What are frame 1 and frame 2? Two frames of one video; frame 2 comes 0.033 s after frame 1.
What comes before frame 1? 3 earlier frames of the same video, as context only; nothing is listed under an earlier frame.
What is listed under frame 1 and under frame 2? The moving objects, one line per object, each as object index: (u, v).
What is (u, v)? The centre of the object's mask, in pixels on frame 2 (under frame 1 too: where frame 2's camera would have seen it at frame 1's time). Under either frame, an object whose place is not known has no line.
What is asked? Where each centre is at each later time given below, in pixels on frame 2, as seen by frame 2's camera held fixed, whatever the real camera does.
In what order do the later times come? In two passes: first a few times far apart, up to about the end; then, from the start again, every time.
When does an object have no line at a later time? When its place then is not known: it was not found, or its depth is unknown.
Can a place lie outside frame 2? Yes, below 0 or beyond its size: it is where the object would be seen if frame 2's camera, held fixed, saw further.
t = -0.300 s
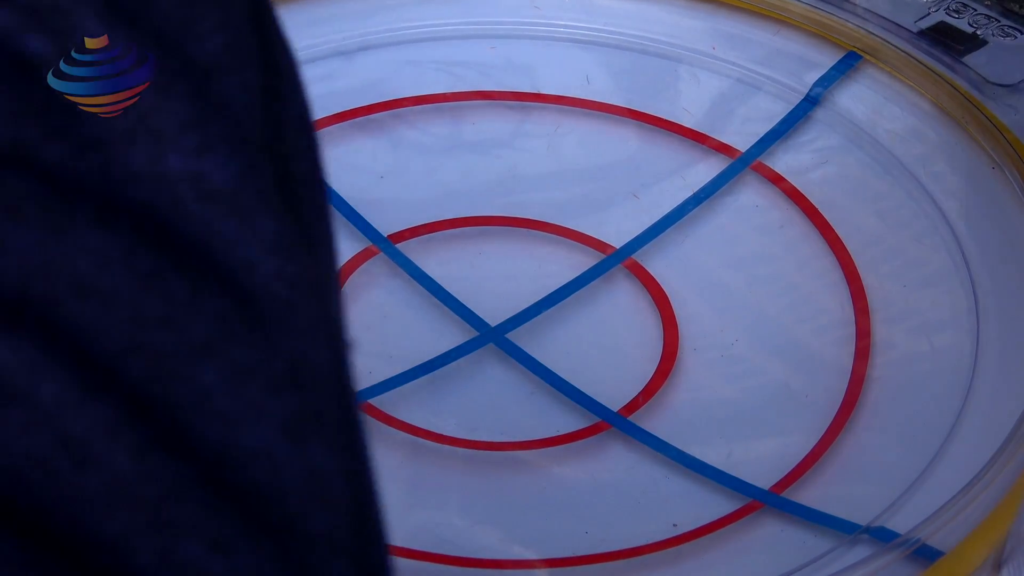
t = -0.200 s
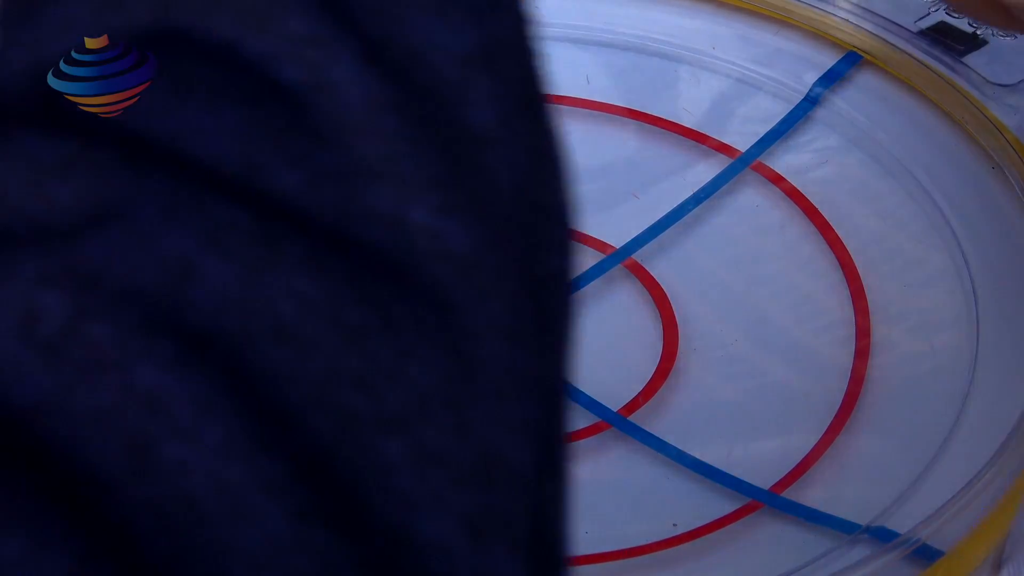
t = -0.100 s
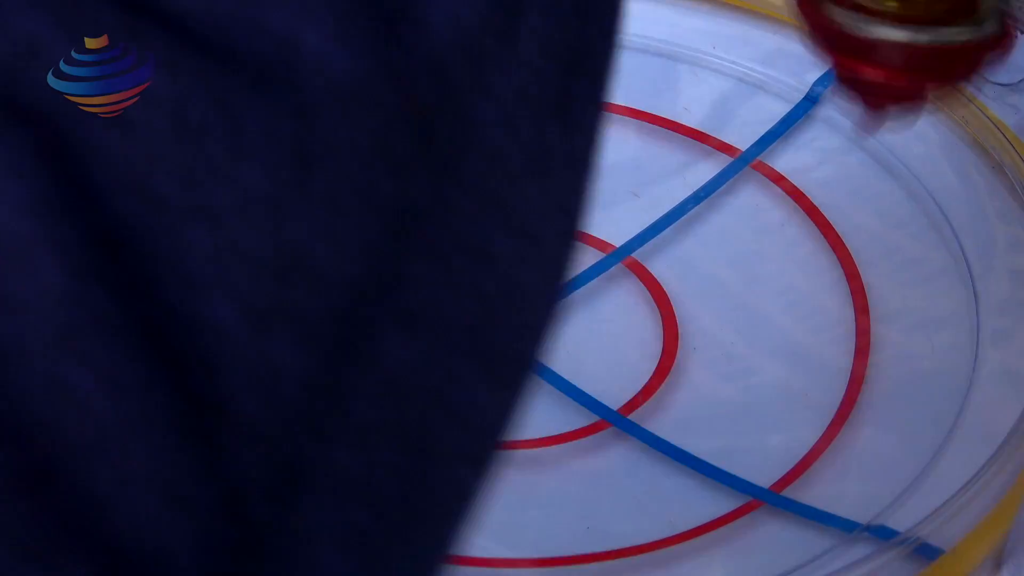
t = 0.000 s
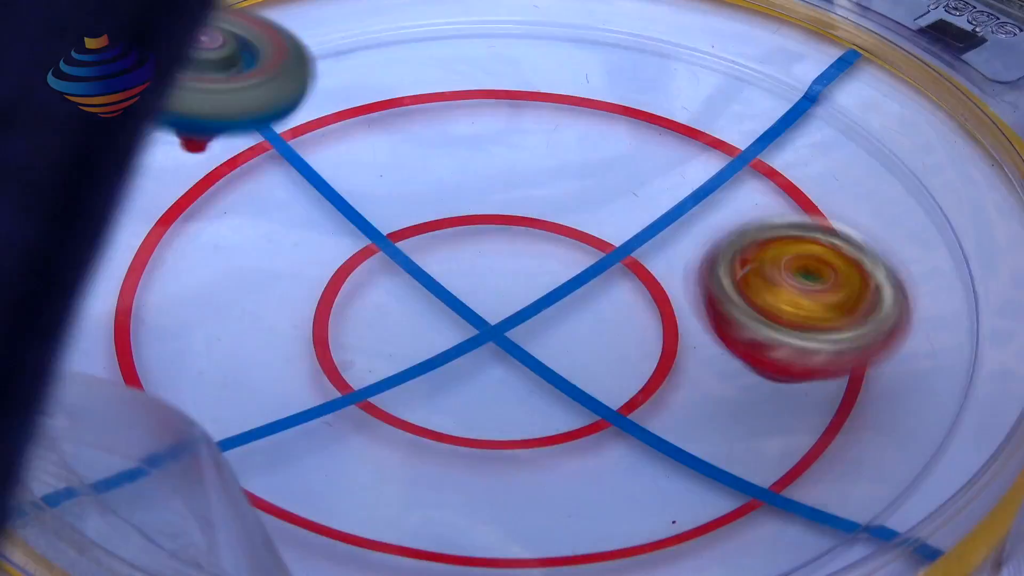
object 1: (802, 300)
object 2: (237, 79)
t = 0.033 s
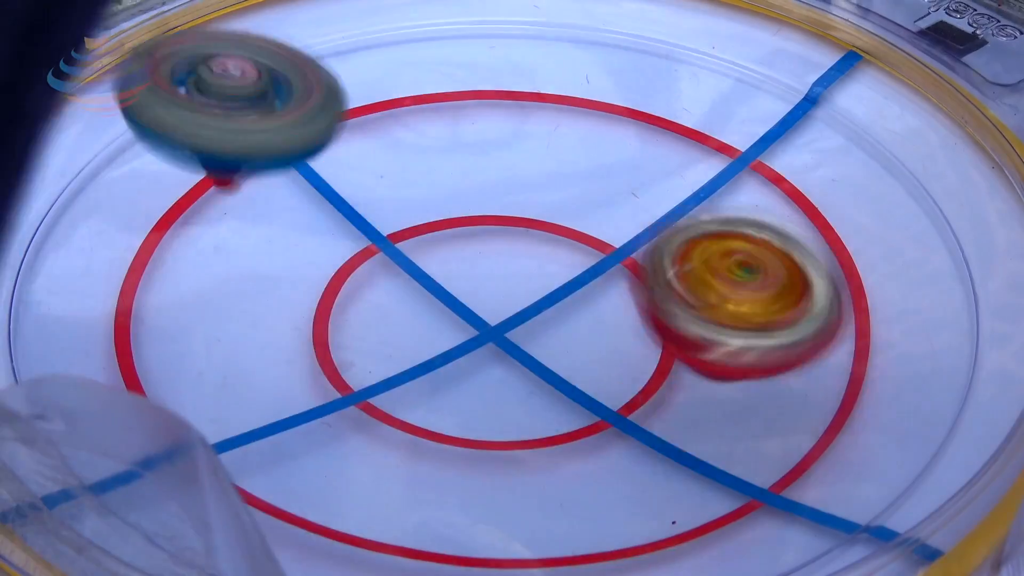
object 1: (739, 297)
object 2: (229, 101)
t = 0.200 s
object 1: (377, 321)
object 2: (469, 314)
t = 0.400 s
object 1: (314, 179)
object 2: (631, 225)
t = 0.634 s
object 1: (220, 150)
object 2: (346, 23)
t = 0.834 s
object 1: (253, 380)
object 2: (154, 147)
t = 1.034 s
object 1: (523, 516)
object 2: (433, 133)
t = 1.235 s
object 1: (686, 435)
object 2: (406, 40)
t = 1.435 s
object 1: (648, 256)
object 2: (409, 137)
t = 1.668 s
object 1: (920, 378)
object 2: (485, 93)
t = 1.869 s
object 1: (544, 349)
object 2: (487, 140)
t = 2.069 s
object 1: (278, 179)
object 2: (670, 164)
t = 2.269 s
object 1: (173, 164)
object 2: (603, 129)
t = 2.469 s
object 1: (204, 288)
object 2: (674, 318)
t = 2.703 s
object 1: (367, 349)
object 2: (768, 201)
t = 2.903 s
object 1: (407, 305)
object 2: (553, 315)
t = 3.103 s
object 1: (237, 306)
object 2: (622, 492)
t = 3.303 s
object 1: (247, 257)
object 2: (695, 440)
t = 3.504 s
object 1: (264, 204)
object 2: (483, 410)
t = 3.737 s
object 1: (281, 154)
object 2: (353, 391)
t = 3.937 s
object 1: (341, 165)
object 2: (277, 296)
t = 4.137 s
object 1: (488, 133)
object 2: (96, 207)
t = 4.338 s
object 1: (613, 87)
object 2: (150, 263)
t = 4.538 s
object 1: (646, 108)
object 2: (338, 159)
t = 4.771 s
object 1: (620, 240)
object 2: (283, 62)
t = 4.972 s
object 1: (680, 354)
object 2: (323, 149)
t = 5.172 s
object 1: (727, 394)
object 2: (609, 219)
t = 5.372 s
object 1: (647, 347)
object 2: (727, 86)
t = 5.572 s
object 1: (467, 318)
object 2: (519, 174)
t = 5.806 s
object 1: (118, 372)
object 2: (639, 351)
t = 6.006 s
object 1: (130, 339)
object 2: (843, 285)
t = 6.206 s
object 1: (283, 217)
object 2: (557, 264)
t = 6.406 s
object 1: (359, 103)
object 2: (425, 418)
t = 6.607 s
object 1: (391, 43)
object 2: (629, 458)
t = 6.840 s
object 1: (472, 45)
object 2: (513, 250)
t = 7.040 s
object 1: (580, 114)
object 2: (224, 164)
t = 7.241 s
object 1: (644, 234)
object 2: (76, 259)
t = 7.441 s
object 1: (631, 346)
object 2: (378, 308)
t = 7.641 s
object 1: (561, 425)
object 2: (555, 165)
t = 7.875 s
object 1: (443, 439)
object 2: (423, 51)
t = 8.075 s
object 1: (377, 366)
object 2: (396, 200)
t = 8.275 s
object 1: (286, 314)
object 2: (621, 293)
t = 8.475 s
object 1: (337, 237)
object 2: (835, 248)
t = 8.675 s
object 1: (422, 161)
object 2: (667, 223)
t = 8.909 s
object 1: (534, 146)
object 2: (481, 382)
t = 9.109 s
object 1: (621, 188)
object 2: (594, 475)
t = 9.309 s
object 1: (694, 181)
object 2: (593, 366)
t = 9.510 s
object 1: (780, 51)
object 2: (369, 287)
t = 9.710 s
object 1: (642, 100)
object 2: (167, 191)
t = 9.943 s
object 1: (496, 211)
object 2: (104, 200)
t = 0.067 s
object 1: (671, 330)
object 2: (267, 181)
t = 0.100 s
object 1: (602, 364)
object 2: (304, 318)
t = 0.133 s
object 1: (543, 350)
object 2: (353, 482)
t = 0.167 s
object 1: (505, 316)
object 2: (414, 385)
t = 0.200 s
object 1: (377, 321)
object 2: (469, 314)
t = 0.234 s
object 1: (382, 296)
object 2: (533, 281)
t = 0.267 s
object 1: (366, 270)
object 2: (590, 283)
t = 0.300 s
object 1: (340, 246)
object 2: (641, 323)
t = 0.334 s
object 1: (326, 221)
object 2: (643, 272)
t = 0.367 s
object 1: (317, 200)
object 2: (638, 230)
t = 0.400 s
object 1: (314, 179)
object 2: (631, 225)
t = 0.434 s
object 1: (312, 162)
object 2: (608, 189)
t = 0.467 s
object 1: (314, 145)
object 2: (580, 158)
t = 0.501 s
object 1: (319, 135)
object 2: (535, 126)
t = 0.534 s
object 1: (312, 129)
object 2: (486, 88)
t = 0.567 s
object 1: (275, 133)
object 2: (452, 54)
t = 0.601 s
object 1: (243, 140)
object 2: (404, 34)
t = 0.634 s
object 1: (220, 150)
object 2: (346, 23)
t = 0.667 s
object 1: (205, 167)
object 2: (283, 34)
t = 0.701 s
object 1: (195, 182)
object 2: (217, 59)
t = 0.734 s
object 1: (195, 202)
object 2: (167, 80)
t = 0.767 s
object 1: (202, 266)
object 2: (139, 87)
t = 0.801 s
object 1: (218, 329)
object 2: (137, 116)
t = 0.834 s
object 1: (253, 380)
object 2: (154, 147)
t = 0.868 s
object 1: (292, 426)
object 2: (194, 175)
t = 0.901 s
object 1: (334, 468)
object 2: (250, 192)
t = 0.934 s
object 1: (376, 495)
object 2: (311, 194)
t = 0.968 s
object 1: (428, 510)
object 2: (367, 182)
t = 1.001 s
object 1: (477, 516)
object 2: (410, 159)
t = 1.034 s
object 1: (523, 516)
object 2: (433, 133)
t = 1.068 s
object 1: (561, 514)
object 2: (449, 108)
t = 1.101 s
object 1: (596, 506)
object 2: (452, 82)
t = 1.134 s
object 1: (629, 496)
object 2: (443, 60)
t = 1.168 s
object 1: (655, 481)
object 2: (435, 49)
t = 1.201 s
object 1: (675, 458)
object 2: (423, 42)
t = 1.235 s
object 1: (686, 435)
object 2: (406, 40)
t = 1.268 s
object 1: (689, 405)
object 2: (390, 41)
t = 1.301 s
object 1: (687, 380)
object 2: (381, 48)
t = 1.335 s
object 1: (686, 348)
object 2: (378, 59)
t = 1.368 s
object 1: (678, 316)
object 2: (380, 78)
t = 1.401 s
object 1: (665, 286)
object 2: (387, 106)
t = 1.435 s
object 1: (648, 256)
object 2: (409, 137)
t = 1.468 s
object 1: (621, 233)
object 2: (447, 167)
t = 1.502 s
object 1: (660, 220)
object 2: (466, 163)
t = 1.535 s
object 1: (757, 257)
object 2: (464, 136)
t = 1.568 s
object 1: (862, 346)
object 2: (471, 125)
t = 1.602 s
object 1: (935, 375)
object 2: (479, 110)
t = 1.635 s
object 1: (939, 368)
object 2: (485, 98)
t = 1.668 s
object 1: (920, 378)
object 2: (485, 93)
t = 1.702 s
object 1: (886, 426)
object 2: (484, 86)
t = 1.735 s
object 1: (822, 425)
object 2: (475, 88)
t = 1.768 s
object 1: (748, 418)
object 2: (469, 94)
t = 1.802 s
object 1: (679, 400)
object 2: (471, 107)
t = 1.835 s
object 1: (609, 376)
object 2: (474, 121)
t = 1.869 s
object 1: (544, 349)
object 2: (487, 140)
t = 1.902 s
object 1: (485, 316)
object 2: (507, 159)
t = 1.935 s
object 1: (431, 290)
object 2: (537, 173)
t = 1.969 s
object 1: (384, 255)
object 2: (572, 182)
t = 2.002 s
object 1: (344, 229)
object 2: (609, 184)
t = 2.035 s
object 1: (307, 202)
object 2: (643, 179)
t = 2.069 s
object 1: (278, 179)
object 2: (670, 164)
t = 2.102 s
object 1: (250, 163)
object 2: (685, 146)
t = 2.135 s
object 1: (226, 150)
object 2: (687, 127)
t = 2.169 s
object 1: (206, 144)
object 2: (679, 115)
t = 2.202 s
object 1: (191, 148)
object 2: (658, 111)
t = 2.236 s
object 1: (180, 148)
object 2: (632, 115)
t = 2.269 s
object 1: (173, 164)
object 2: (603, 129)
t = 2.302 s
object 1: (169, 186)
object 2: (579, 154)
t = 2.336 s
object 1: (170, 203)
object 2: (564, 189)
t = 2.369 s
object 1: (174, 229)
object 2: (565, 229)
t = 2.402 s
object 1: (181, 249)
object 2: (587, 267)
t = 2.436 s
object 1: (190, 269)
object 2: (624, 300)
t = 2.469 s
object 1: (204, 288)
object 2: (674, 318)
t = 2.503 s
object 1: (221, 302)
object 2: (729, 322)
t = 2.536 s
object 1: (239, 315)
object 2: (778, 311)
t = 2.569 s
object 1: (262, 326)
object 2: (819, 292)
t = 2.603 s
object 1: (287, 335)
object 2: (841, 265)
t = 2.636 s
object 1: (310, 340)
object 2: (836, 235)
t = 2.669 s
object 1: (337, 345)
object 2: (810, 213)
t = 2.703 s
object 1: (367, 349)
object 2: (768, 201)
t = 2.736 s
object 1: (399, 347)
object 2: (712, 200)
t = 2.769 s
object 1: (427, 343)
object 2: (653, 209)
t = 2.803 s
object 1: (455, 338)
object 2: (597, 230)
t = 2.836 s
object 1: (463, 319)
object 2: (569, 240)
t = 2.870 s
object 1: (438, 303)
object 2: (566, 268)
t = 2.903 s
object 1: (407, 305)
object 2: (553, 315)
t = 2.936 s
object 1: (353, 326)
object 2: (555, 324)
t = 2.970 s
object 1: (315, 330)
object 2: (577, 372)
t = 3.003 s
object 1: (288, 330)
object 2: (593, 382)
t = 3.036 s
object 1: (264, 322)
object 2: (605, 431)
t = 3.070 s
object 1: (247, 312)
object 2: (609, 461)
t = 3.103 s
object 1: (237, 306)
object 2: (622, 492)
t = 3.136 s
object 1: (229, 300)
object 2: (649, 515)
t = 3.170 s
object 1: (230, 292)
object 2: (686, 513)
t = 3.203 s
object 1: (233, 284)
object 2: (709, 488)
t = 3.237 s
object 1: (235, 273)
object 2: (717, 467)
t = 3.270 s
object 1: (241, 265)
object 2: (712, 455)
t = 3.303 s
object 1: (247, 257)
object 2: (695, 440)
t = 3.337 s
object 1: (251, 249)
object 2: (667, 430)
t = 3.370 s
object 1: (253, 239)
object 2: (633, 417)
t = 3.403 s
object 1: (259, 229)
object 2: (595, 411)
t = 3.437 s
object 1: (263, 223)
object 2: (555, 410)
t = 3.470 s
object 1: (262, 211)
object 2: (521, 409)
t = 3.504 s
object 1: (264, 204)
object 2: (483, 410)
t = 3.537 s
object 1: (269, 196)
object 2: (454, 413)
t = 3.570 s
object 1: (272, 188)
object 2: (429, 416)
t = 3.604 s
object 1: (272, 179)
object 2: (411, 416)
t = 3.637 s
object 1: (271, 171)
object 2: (391, 412)
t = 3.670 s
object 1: (273, 166)
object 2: (375, 406)
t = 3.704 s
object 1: (274, 159)
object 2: (361, 400)
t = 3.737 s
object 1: (281, 154)
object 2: (353, 391)
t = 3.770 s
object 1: (287, 151)
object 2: (345, 380)
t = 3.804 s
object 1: (292, 149)
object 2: (335, 367)
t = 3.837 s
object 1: (302, 151)
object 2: (325, 353)
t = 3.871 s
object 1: (313, 154)
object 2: (313, 332)
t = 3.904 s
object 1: (326, 157)
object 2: (297, 313)
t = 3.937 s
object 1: (341, 165)
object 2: (277, 296)
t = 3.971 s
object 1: (356, 169)
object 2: (253, 276)
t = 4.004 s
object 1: (384, 164)
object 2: (229, 261)
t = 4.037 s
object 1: (410, 160)
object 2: (198, 241)
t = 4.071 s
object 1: (439, 154)
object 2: (165, 225)
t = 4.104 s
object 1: (463, 144)
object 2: (129, 213)
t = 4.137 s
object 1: (488, 133)
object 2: (96, 207)
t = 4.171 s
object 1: (512, 124)
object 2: (73, 206)
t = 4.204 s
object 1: (538, 117)
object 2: (62, 214)
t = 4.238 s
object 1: (557, 107)
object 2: (73, 247)
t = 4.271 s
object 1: (579, 98)
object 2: (86, 256)
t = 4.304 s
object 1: (595, 90)
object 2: (110, 261)
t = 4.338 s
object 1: (613, 87)
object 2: (150, 263)
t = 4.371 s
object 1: (626, 83)
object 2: (193, 259)
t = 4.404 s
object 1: (638, 82)
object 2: (242, 248)
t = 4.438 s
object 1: (645, 83)
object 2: (282, 230)
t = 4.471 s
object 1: (649, 90)
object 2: (309, 208)
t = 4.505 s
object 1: (647, 98)
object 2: (327, 187)
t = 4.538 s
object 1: (646, 108)
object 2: (338, 159)
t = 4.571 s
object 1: (640, 122)
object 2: (338, 136)
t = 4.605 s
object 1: (635, 139)
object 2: (334, 115)
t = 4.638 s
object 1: (628, 155)
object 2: (329, 97)
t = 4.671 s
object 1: (624, 175)
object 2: (319, 77)
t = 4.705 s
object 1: (619, 198)
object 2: (306, 67)
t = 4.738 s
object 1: (619, 218)
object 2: (294, 60)
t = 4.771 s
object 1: (620, 240)
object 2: (283, 62)
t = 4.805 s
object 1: (628, 262)
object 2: (277, 68)
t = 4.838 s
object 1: (634, 286)
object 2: (273, 79)
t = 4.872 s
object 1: (647, 305)
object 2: (277, 90)
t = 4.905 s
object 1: (657, 325)
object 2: (286, 109)
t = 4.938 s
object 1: (669, 339)
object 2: (302, 127)
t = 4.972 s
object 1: (680, 354)
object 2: (323, 149)
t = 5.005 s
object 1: (693, 366)
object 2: (355, 172)
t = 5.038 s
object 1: (706, 376)
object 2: (397, 195)
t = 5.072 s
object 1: (716, 387)
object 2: (447, 210)
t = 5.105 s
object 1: (726, 393)
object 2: (501, 222)
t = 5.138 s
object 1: (727, 398)
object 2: (557, 224)
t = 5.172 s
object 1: (727, 394)
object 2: (609, 219)
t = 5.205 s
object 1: (718, 391)
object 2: (655, 208)
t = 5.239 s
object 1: (708, 387)
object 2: (692, 188)
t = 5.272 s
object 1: (698, 378)
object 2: (722, 164)
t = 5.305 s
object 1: (685, 368)
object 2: (738, 136)
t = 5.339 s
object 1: (669, 356)
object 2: (741, 110)
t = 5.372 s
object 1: (647, 347)
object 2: (727, 86)
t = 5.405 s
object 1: (621, 342)
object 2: (699, 71)
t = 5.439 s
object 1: (595, 335)
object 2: (657, 67)
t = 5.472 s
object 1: (562, 326)
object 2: (614, 79)
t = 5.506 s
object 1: (529, 325)
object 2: (573, 103)
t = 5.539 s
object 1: (498, 322)
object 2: (541, 136)
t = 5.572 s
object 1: (467, 318)
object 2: (519, 174)
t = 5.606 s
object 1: (430, 320)
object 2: (513, 209)
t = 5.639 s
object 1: (356, 349)
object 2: (520, 225)
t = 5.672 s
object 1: (295, 366)
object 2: (526, 249)
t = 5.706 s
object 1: (244, 380)
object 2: (540, 279)
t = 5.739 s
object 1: (206, 378)
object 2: (560, 305)
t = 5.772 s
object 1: (132, 407)
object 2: (594, 333)
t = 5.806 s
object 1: (118, 372)
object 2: (639, 351)
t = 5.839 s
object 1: (94, 373)
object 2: (688, 365)
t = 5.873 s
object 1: (92, 367)
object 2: (738, 366)
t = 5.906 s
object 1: (96, 364)
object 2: (788, 356)
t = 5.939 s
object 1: (89, 353)
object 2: (823, 338)
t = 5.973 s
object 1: (105, 351)
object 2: (843, 311)
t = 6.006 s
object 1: (130, 339)
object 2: (843, 285)
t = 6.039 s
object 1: (156, 326)
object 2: (820, 262)
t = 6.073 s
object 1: (186, 308)
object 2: (780, 248)
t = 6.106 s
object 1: (212, 288)
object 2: (727, 242)
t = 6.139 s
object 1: (236, 265)
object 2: (669, 242)
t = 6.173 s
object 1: (263, 241)
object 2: (614, 250)
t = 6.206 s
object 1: (283, 217)
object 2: (557, 264)
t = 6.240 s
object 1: (302, 193)
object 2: (505, 284)
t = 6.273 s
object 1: (322, 170)
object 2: (466, 309)
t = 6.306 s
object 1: (337, 152)
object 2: (436, 333)
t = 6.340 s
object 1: (346, 134)
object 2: (421, 363)
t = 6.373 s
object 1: (352, 117)
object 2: (417, 391)
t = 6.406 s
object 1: (359, 103)
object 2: (425, 418)
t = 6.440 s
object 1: (362, 90)
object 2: (444, 446)
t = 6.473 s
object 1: (363, 75)
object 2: (470, 465)
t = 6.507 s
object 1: (368, 64)
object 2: (509, 479)
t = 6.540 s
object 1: (377, 54)
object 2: (551, 484)
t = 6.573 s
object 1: (383, 49)
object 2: (593, 476)
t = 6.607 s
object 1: (391, 43)
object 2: (629, 458)
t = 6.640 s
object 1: (401, 39)
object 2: (651, 430)
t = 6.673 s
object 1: (411, 37)
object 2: (654, 397)
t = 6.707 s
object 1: (421, 35)
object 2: (642, 363)
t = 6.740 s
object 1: (431, 36)
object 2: (623, 331)
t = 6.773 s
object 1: (444, 37)
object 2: (592, 302)
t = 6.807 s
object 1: (458, 41)
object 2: (555, 275)
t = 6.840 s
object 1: (472, 45)
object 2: (513, 250)
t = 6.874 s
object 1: (487, 50)
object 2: (467, 228)
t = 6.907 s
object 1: (505, 57)
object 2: (422, 210)
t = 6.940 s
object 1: (526, 65)
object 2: (373, 195)
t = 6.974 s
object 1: (545, 78)
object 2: (322, 181)
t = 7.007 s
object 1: (563, 94)
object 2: (274, 170)
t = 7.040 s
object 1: (580, 114)
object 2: (224, 164)
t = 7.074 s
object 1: (597, 134)
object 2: (177, 165)
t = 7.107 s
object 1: (613, 156)
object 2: (132, 171)
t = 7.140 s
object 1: (626, 176)
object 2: (95, 183)
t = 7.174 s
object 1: (633, 199)
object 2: (75, 205)
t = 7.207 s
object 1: (640, 216)
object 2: (67, 232)
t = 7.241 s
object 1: (644, 234)
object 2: (76, 259)
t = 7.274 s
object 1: (646, 253)
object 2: (99, 285)
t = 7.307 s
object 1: (649, 270)
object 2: (148, 303)
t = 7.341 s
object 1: (648, 290)
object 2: (203, 313)
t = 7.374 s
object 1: (645, 309)
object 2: (263, 316)
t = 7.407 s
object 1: (638, 328)
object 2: (322, 315)
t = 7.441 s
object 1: (631, 346)
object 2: (378, 308)
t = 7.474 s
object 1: (620, 362)
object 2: (428, 295)
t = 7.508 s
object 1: (610, 377)
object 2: (471, 274)
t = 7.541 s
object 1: (598, 392)
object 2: (504, 248)
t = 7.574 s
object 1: (585, 405)
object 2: (530, 222)
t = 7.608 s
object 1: (574, 416)
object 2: (546, 194)
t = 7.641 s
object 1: (561, 425)
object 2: (555, 165)
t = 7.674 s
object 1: (547, 433)
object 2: (557, 134)
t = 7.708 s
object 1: (531, 440)
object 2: (549, 106)
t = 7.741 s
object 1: (514, 445)
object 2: (534, 80)
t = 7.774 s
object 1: (495, 448)
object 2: (510, 60)
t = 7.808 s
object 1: (474, 449)
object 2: (482, 52)
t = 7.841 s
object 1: (459, 445)
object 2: (451, 49)
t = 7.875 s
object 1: (443, 439)
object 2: (423, 51)
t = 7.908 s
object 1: (431, 433)
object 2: (401, 60)
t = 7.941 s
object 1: (420, 423)
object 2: (386, 78)
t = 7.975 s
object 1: (407, 411)
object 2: (376, 104)
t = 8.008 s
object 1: (395, 398)
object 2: (372, 135)
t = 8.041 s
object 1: (385, 382)
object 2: (380, 169)
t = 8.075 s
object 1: (377, 366)
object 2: (396, 200)
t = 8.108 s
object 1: (373, 347)
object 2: (424, 227)
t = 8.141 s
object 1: (355, 334)
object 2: (465, 244)
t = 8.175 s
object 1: (323, 335)
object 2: (504, 256)
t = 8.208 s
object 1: (304, 328)
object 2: (539, 268)
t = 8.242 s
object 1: (292, 321)
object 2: (580, 282)
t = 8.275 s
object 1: (286, 314)
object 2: (621, 293)
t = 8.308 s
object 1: (290, 307)
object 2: (665, 300)
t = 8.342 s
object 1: (298, 298)
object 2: (710, 300)
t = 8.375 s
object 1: (306, 285)
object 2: (752, 296)
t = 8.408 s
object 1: (316, 271)
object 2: (790, 285)
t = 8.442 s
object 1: (326, 253)
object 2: (819, 268)
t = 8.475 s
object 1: (337, 237)
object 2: (835, 248)
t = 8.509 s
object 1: (348, 224)
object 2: (835, 229)
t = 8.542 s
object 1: (364, 210)
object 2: (821, 213)
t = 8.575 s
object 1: (377, 195)
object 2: (793, 205)
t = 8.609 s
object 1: (393, 182)
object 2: (753, 204)
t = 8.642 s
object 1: (405, 171)
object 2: (710, 211)
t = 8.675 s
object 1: (422, 161)
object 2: (667, 223)
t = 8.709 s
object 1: (435, 153)
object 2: (626, 240)
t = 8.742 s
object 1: (452, 146)
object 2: (589, 260)
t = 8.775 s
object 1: (467, 139)
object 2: (555, 283)
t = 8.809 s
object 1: (484, 140)
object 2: (525, 307)
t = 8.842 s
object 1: (499, 140)
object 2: (503, 331)
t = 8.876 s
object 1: (517, 143)
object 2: (487, 357)
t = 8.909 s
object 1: (534, 146)
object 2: (481, 382)
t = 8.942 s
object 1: (552, 148)
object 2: (483, 406)
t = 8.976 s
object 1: (568, 154)
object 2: (493, 429)
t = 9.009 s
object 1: (585, 161)
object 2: (509, 451)
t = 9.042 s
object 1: (598, 170)
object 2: (534, 467)
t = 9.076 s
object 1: (611, 177)
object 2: (565, 476)
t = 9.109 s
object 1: (621, 188)
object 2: (594, 475)
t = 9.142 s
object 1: (630, 203)
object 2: (618, 467)
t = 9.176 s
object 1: (638, 213)
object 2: (639, 450)
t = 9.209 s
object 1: (645, 224)
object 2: (649, 426)
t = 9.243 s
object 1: (649, 236)
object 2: (646, 400)
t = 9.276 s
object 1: (655, 246)
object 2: (629, 380)
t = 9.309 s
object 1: (694, 181)
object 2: (593, 366)
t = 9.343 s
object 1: (734, 145)
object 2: (553, 364)
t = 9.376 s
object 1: (765, 112)
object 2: (514, 351)
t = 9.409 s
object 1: (783, 80)
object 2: (481, 332)
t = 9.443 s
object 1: (793, 58)
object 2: (441, 316)
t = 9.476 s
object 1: (792, 48)
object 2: (404, 303)
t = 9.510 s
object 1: (780, 51)
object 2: (369, 287)
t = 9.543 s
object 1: (761, 52)
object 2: (333, 268)
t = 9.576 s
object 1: (736, 55)
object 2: (296, 254)
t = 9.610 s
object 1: (713, 62)
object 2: (265, 238)
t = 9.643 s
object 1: (691, 69)
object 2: (230, 221)
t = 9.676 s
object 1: (666, 84)
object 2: (199, 206)
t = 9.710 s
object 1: (642, 100)
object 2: (167, 191)
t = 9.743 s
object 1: (617, 115)
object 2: (135, 179)
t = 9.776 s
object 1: (593, 136)
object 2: (103, 170)
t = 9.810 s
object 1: (575, 153)
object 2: (81, 164)
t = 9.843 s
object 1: (556, 169)
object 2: (74, 175)
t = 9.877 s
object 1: (538, 184)
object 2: (83, 190)
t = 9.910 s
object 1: (519, 198)
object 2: (94, 195)
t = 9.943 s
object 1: (496, 211)
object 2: (104, 200)
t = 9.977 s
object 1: (474, 222)
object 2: (126, 207)
